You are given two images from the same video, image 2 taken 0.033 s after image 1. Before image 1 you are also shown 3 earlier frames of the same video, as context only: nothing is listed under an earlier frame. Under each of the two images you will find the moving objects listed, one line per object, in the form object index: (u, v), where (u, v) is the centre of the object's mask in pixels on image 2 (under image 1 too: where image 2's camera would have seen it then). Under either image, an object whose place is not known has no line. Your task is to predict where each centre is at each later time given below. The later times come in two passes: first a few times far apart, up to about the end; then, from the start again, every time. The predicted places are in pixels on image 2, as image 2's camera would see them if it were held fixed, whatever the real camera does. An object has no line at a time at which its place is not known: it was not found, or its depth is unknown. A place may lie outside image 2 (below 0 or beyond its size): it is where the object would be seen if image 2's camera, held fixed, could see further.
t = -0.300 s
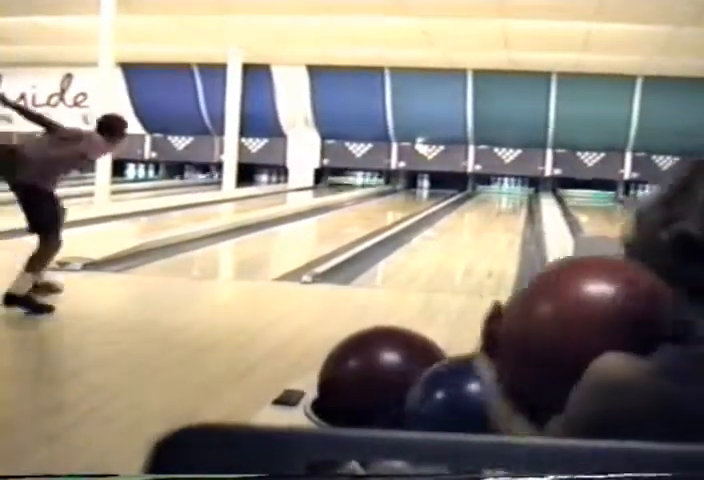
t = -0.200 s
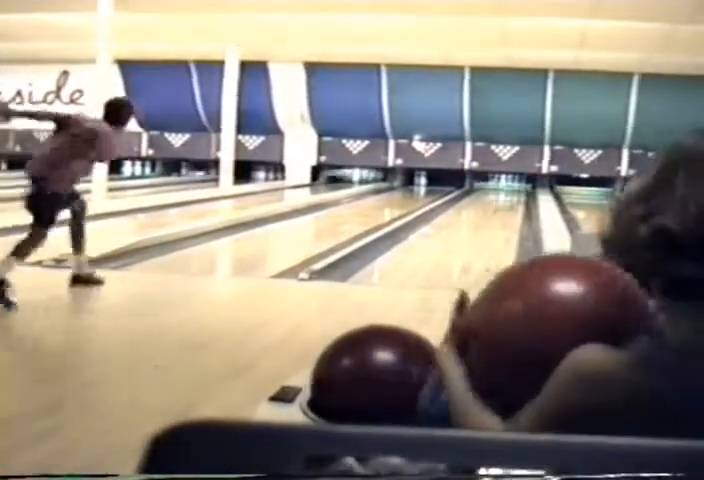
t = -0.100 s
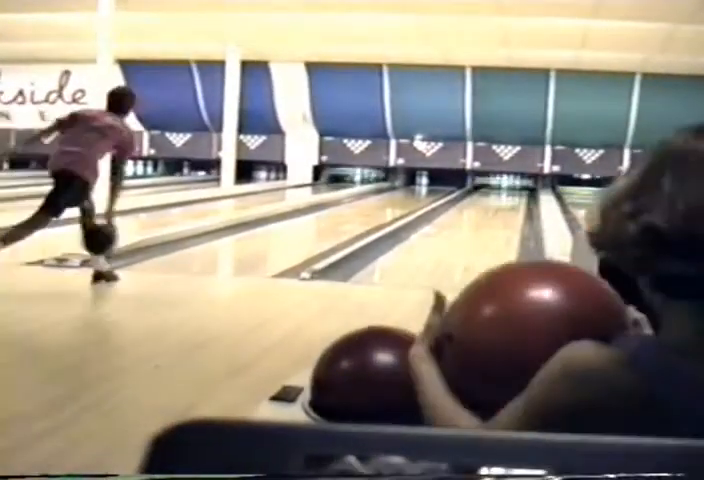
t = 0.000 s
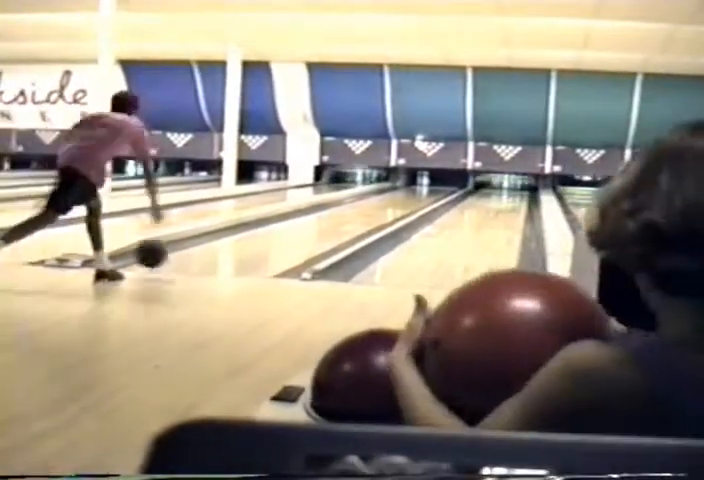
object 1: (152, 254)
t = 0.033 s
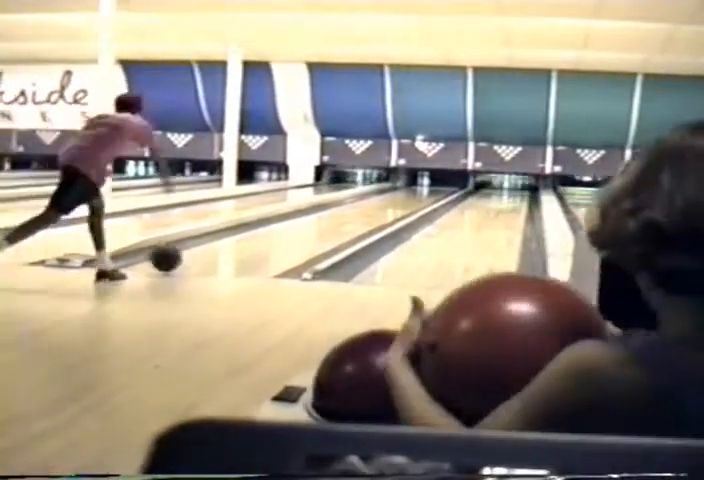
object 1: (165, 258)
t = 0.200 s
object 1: (223, 246)
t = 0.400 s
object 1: (272, 232)
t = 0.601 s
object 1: (308, 221)
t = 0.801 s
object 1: (335, 213)
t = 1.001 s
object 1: (356, 206)
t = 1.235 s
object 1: (375, 200)
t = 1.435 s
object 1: (388, 198)
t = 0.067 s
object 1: (178, 258)
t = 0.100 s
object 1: (190, 256)
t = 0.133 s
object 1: (202, 252)
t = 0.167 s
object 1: (213, 250)
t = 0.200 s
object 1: (223, 246)
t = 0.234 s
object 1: (232, 243)
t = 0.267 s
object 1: (241, 240)
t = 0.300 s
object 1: (249, 238)
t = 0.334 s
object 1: (257, 236)
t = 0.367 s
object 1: (265, 234)
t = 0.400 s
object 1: (272, 232)
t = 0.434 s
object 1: (278, 230)
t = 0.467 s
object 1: (285, 228)
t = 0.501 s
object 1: (291, 226)
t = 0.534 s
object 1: (297, 224)
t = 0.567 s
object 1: (302, 223)
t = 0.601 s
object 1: (308, 221)
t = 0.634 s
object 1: (312, 220)
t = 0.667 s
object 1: (317, 218)
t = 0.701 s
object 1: (322, 217)
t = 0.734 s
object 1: (326, 215)
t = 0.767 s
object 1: (330, 214)
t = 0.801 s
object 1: (335, 213)
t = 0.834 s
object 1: (339, 212)
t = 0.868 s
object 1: (343, 210)
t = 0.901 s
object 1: (346, 209)
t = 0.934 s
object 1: (350, 209)
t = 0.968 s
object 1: (353, 207)
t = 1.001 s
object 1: (356, 206)
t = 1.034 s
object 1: (359, 205)
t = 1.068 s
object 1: (362, 205)
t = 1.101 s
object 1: (365, 204)
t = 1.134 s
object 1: (368, 203)
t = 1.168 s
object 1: (371, 203)
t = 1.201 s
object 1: (372, 201)
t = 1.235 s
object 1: (375, 200)
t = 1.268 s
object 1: (377, 200)
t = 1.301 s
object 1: (379, 199)
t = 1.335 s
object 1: (382, 199)
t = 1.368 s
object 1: (384, 199)
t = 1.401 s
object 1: (385, 198)
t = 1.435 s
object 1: (388, 198)
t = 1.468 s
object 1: (390, 198)
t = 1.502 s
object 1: (391, 197)
